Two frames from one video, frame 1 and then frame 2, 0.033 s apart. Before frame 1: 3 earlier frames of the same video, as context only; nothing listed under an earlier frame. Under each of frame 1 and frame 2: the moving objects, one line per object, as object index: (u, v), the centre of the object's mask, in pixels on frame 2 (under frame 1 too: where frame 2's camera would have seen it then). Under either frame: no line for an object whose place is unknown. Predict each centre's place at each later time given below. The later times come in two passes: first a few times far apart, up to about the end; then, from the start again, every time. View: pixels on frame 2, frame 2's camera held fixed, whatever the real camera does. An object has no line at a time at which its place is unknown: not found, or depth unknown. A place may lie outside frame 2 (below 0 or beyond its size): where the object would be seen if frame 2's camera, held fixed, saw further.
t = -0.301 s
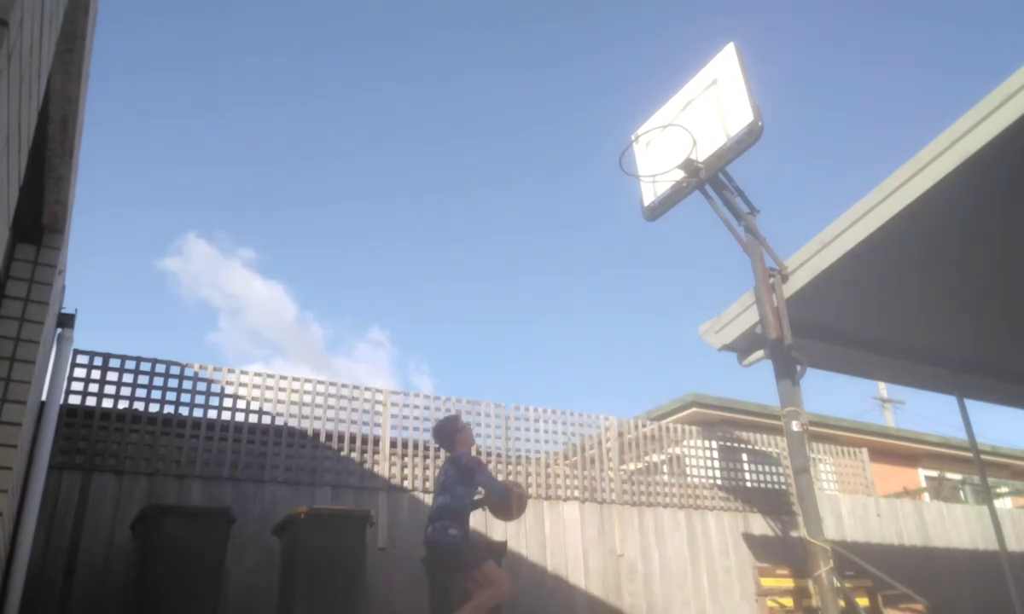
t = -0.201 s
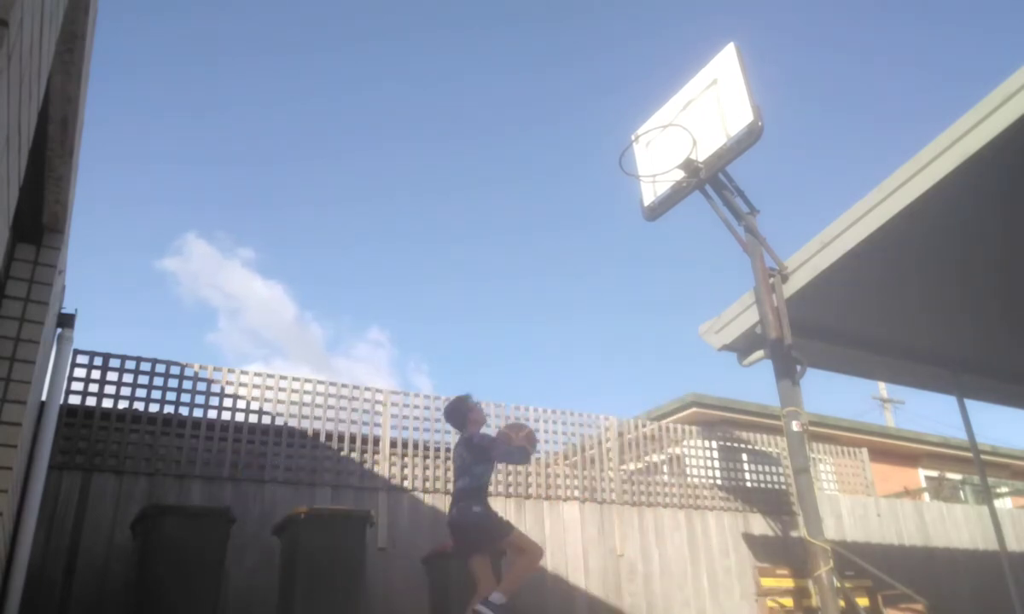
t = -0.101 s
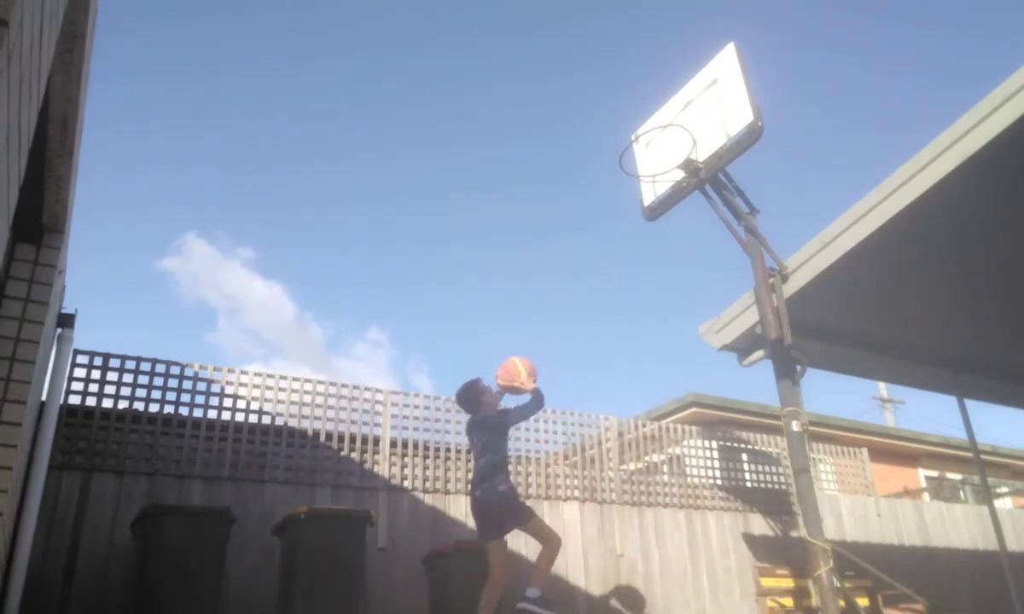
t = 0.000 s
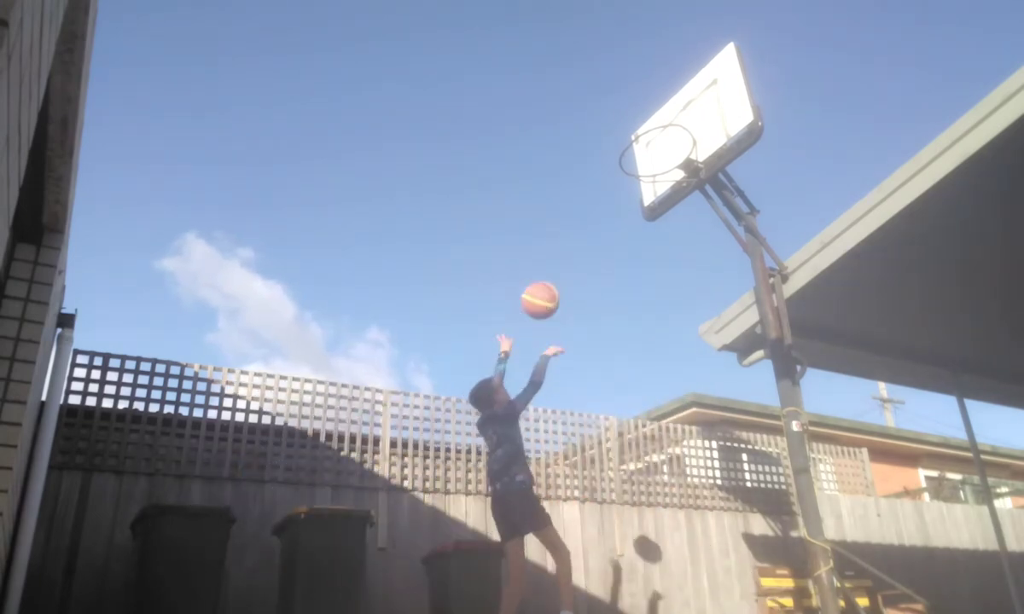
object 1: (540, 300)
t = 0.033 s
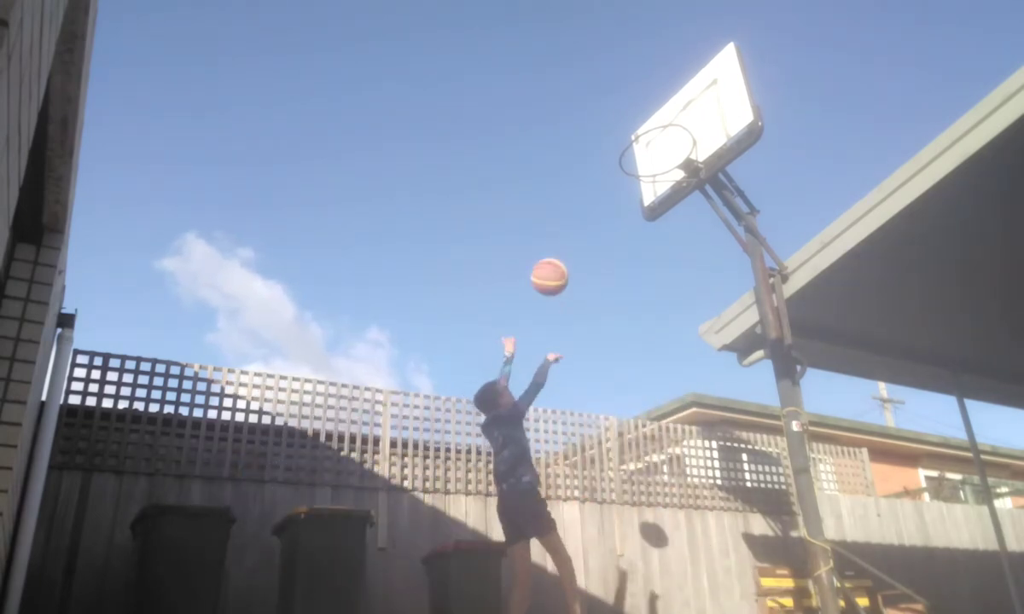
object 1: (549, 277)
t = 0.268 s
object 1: (600, 170)
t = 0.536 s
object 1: (552, 199)
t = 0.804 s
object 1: (510, 319)
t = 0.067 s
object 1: (558, 255)
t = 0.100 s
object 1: (568, 236)
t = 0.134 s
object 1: (577, 218)
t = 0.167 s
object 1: (586, 202)
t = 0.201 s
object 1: (595, 187)
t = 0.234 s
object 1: (603, 174)
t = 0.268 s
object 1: (600, 170)
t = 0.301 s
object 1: (593, 169)
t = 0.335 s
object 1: (587, 169)
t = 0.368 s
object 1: (581, 171)
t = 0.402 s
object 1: (575, 174)
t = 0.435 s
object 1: (569, 178)
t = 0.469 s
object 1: (563, 184)
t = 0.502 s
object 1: (558, 191)
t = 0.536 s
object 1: (552, 199)
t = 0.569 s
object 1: (547, 209)
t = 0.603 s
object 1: (541, 220)
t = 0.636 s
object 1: (536, 233)
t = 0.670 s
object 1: (531, 247)
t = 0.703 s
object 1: (526, 263)
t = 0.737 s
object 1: (521, 280)
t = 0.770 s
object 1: (515, 299)
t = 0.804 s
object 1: (510, 319)
